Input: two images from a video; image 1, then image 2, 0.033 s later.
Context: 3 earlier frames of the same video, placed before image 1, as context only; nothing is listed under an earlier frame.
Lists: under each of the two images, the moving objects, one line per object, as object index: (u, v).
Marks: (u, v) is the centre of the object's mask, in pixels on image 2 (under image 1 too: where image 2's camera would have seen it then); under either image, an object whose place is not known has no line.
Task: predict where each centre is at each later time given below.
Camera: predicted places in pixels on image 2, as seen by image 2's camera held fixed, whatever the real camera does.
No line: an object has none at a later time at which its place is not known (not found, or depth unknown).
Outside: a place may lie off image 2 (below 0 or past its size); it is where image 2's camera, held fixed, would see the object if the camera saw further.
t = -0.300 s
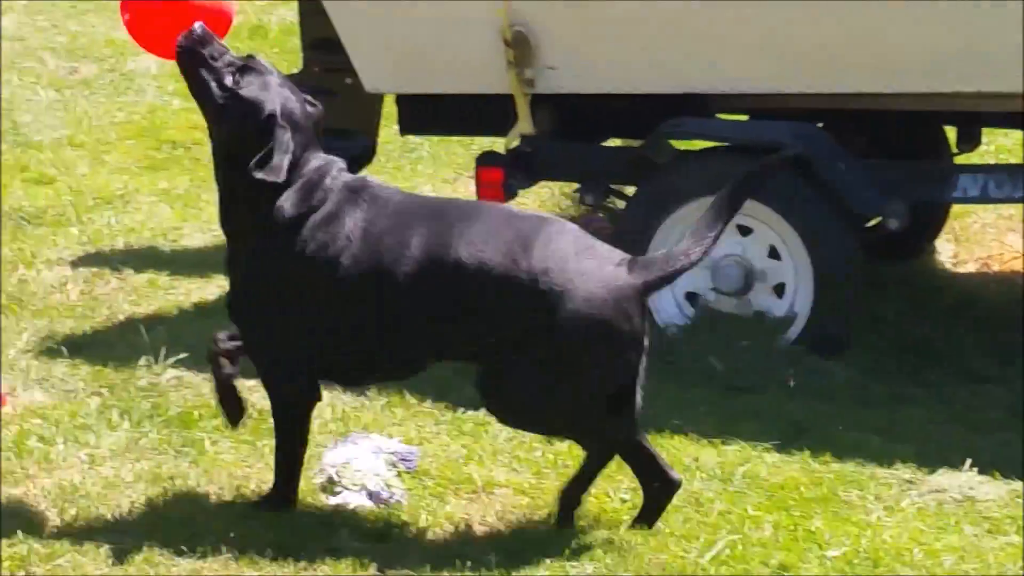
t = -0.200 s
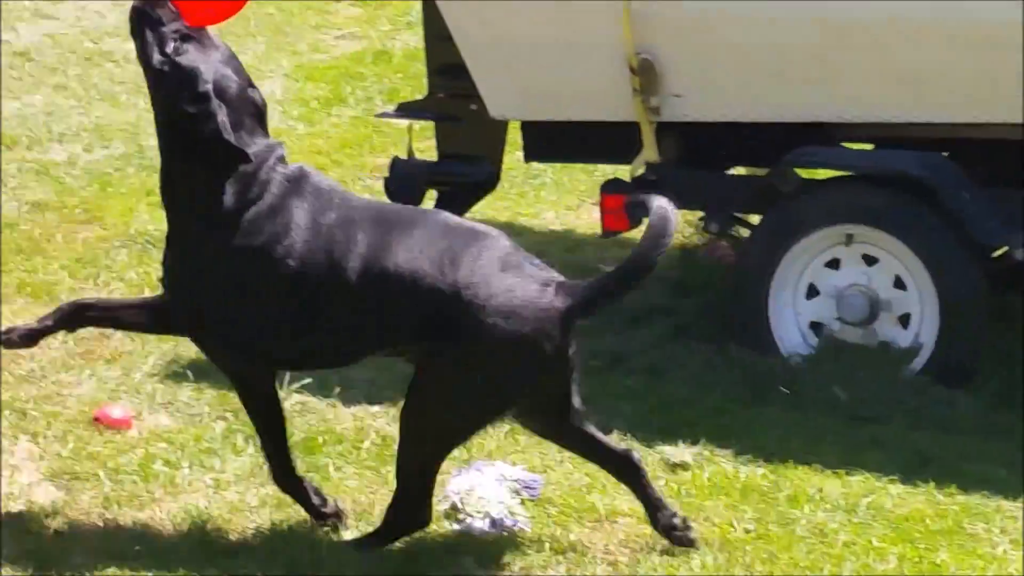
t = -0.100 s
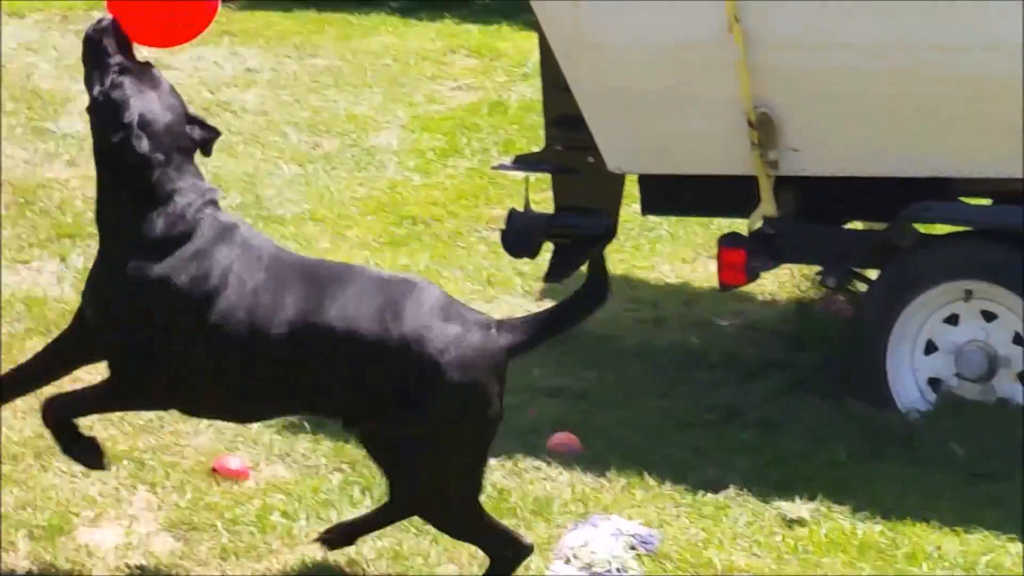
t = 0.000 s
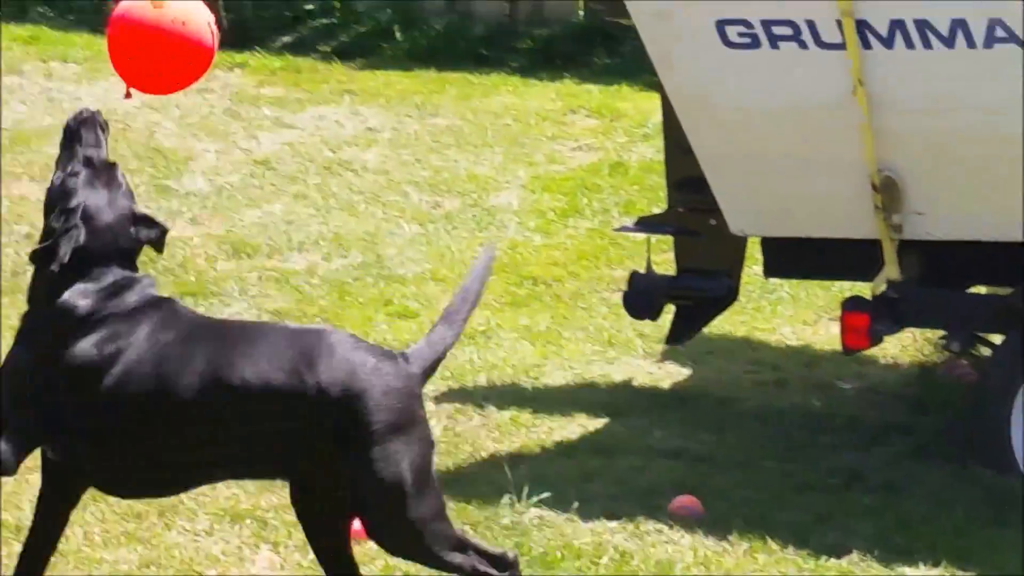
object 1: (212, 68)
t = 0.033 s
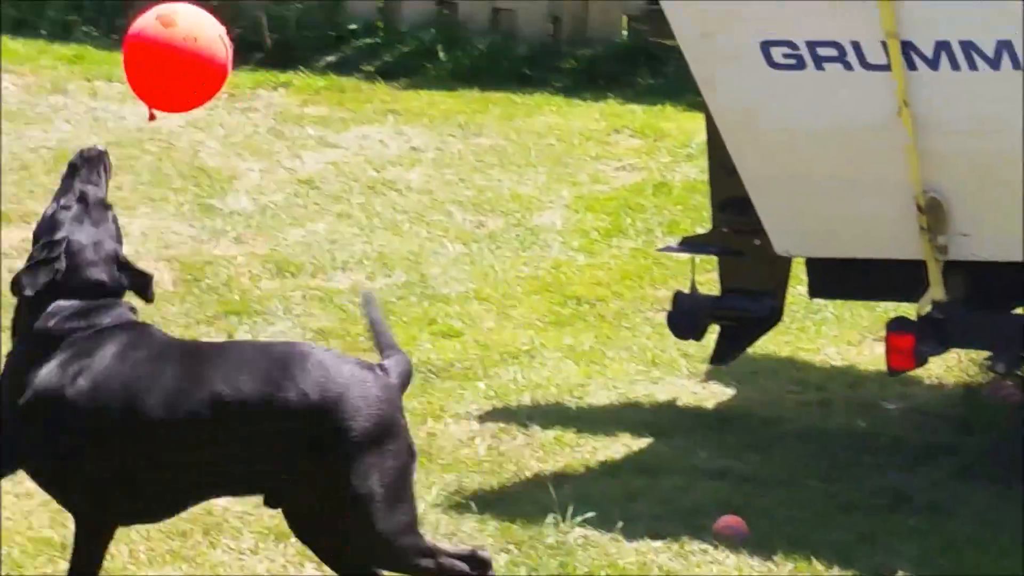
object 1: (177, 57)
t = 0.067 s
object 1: (148, 54)
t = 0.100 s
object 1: (125, 55)
